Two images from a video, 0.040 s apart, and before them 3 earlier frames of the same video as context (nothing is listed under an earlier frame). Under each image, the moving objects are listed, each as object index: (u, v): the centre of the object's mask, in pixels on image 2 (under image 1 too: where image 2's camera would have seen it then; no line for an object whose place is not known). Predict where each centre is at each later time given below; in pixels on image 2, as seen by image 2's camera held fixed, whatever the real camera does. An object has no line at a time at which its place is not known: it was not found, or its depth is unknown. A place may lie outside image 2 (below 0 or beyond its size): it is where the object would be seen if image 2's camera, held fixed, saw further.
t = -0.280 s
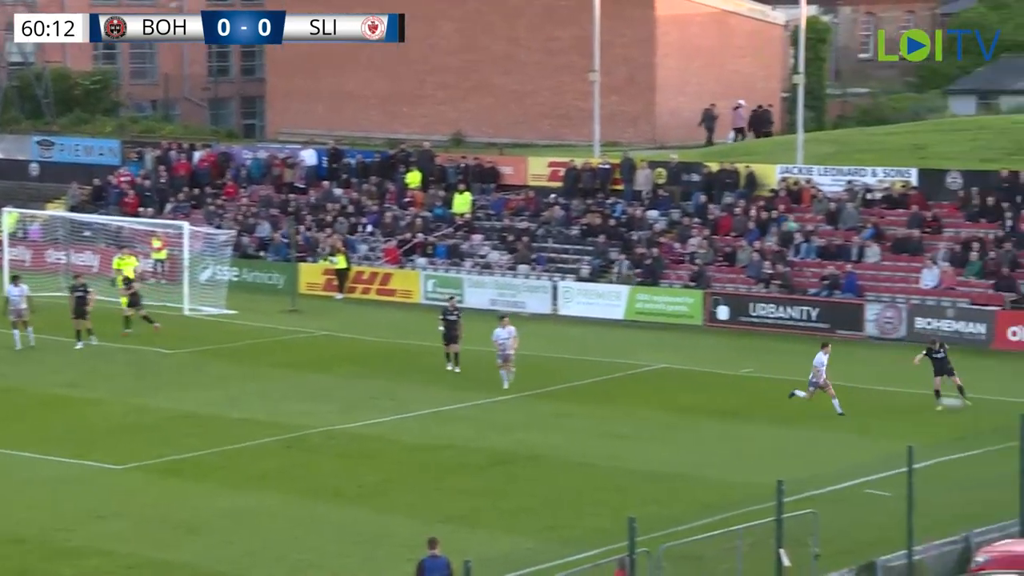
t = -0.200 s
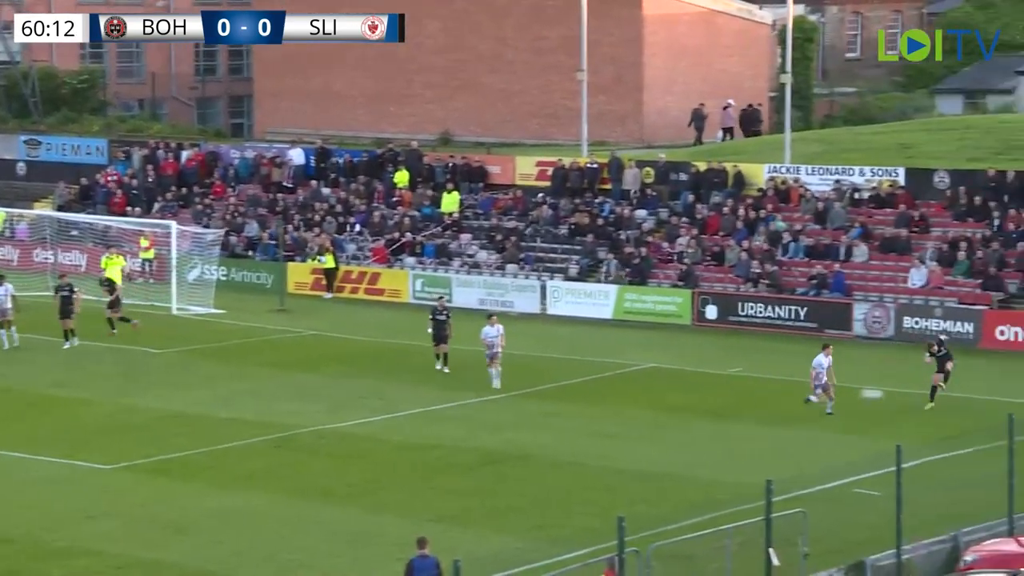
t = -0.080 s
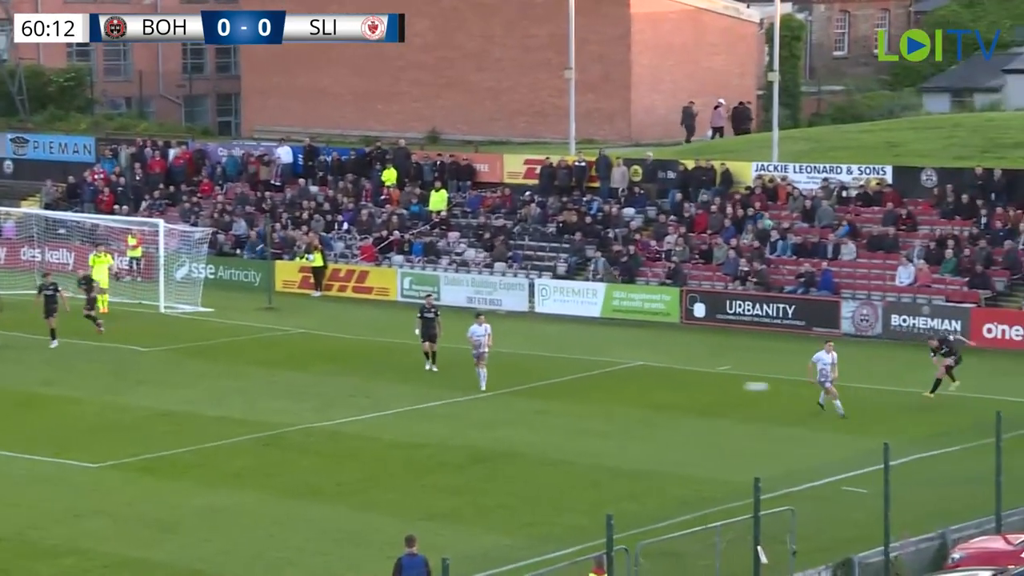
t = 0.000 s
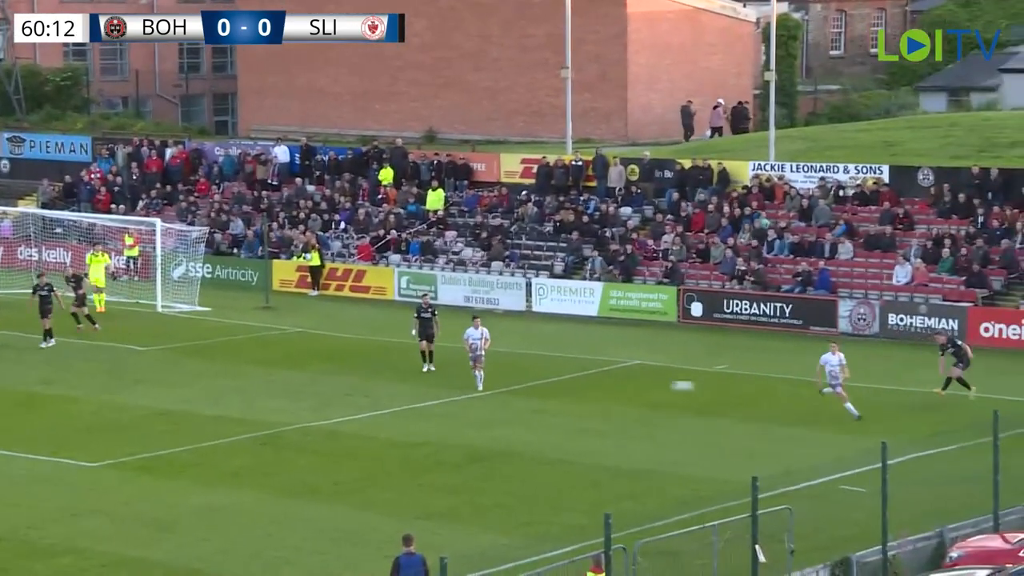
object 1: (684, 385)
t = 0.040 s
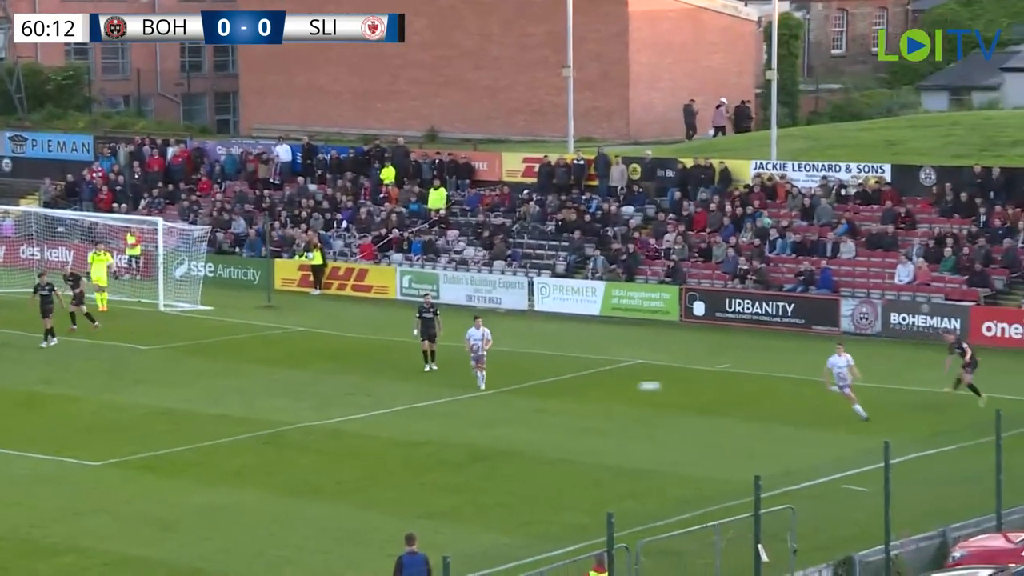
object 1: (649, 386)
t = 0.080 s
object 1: (612, 388)
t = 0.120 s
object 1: (575, 391)
